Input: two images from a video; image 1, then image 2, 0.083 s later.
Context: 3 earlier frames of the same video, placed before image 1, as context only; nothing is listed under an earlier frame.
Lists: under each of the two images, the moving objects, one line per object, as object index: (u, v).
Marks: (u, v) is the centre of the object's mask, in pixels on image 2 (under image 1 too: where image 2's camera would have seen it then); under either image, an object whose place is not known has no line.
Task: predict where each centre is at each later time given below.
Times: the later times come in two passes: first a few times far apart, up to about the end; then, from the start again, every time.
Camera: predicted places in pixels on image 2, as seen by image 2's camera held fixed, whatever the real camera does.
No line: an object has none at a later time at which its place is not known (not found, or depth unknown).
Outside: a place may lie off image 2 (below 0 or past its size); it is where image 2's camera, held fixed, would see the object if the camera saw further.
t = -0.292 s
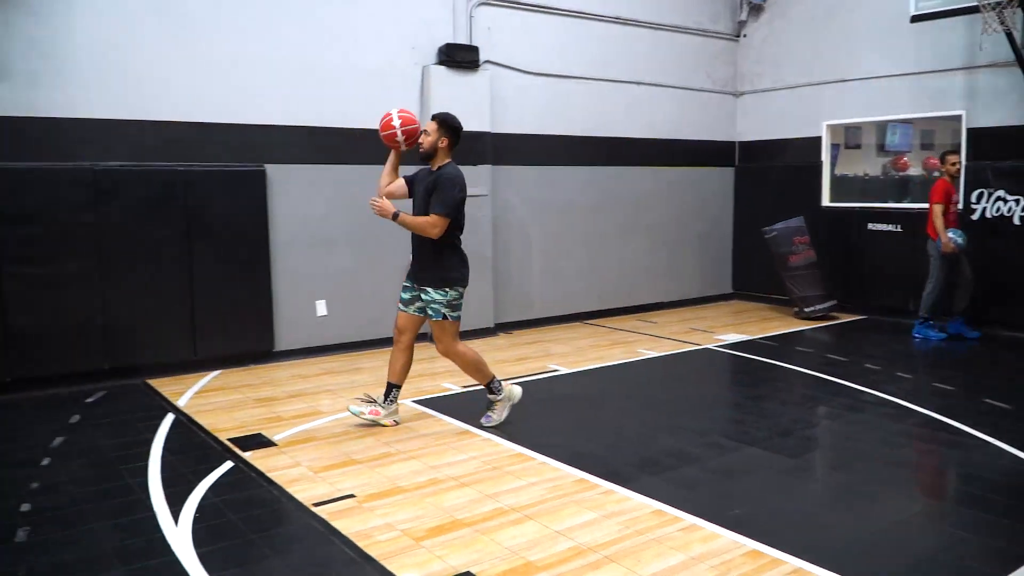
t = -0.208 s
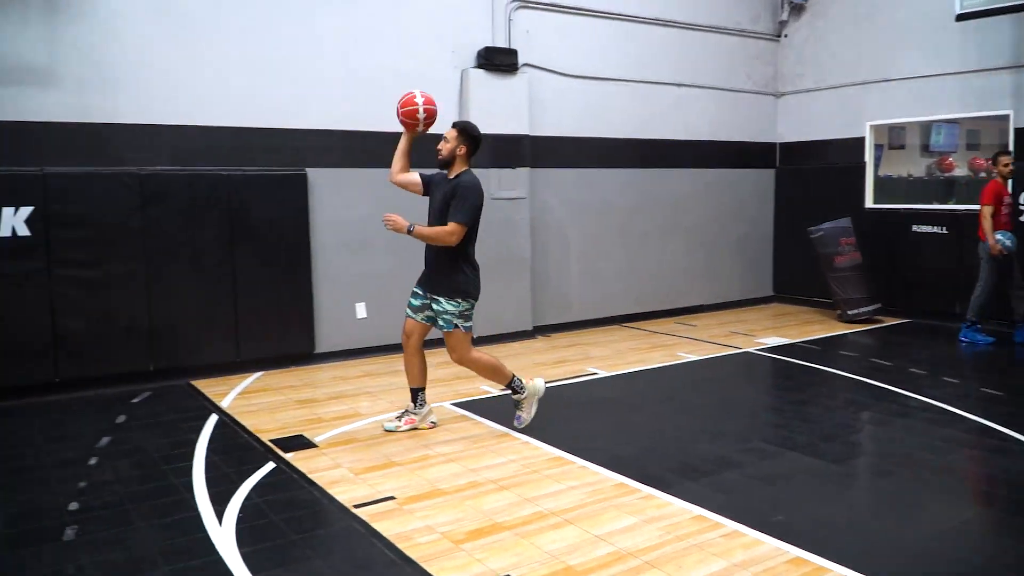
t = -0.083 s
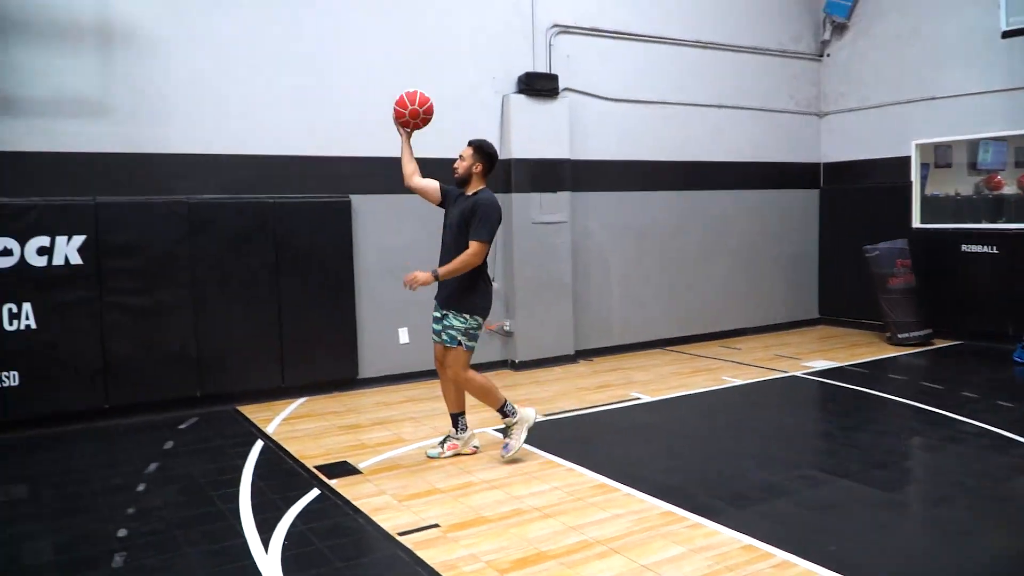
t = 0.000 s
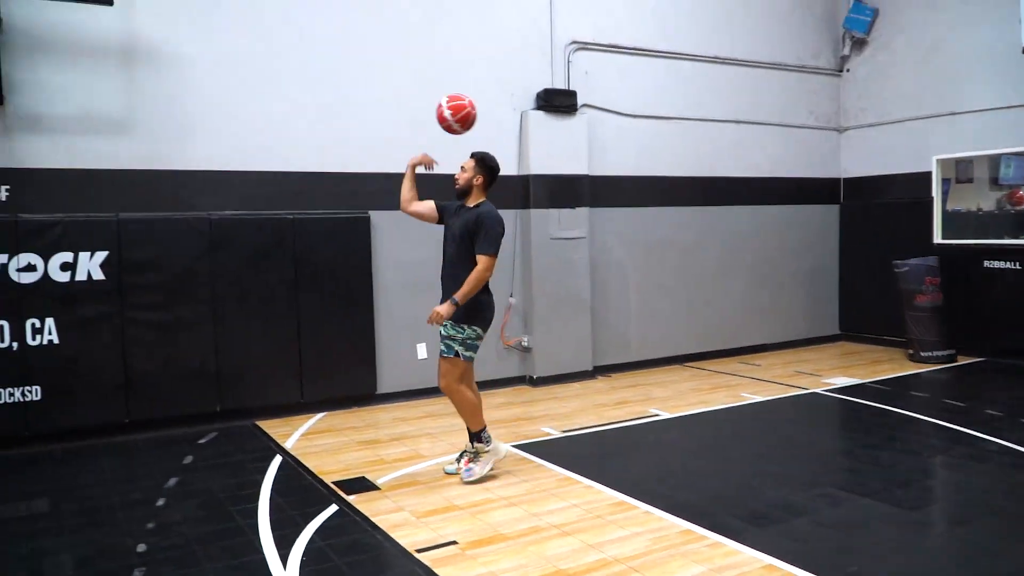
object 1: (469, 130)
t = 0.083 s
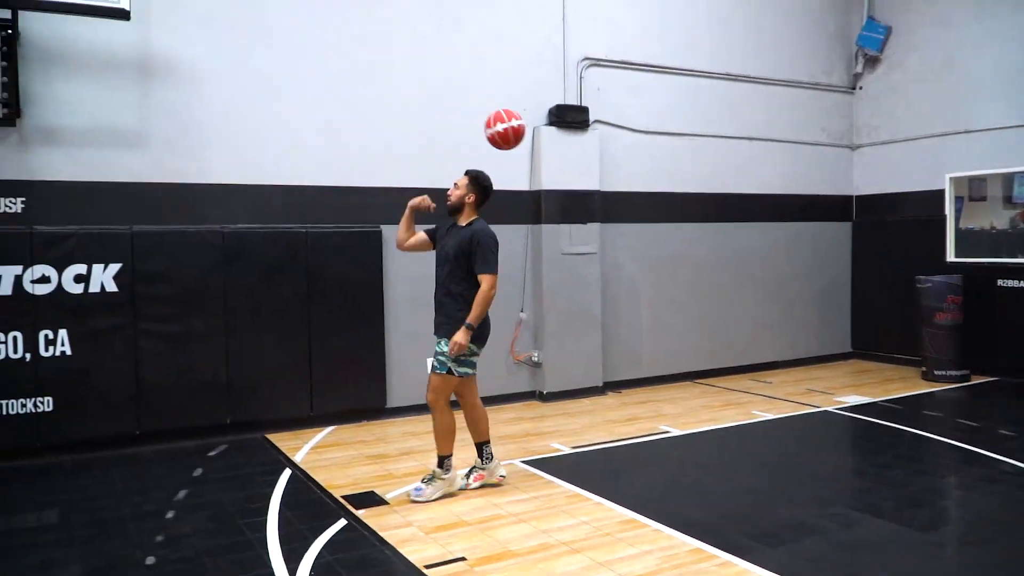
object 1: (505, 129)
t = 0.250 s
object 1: (580, 166)
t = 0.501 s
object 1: (699, 313)
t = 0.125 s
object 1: (523, 133)
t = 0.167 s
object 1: (541, 141)
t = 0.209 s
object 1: (560, 152)
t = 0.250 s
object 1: (580, 166)
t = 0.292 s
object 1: (599, 182)
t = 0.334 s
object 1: (619, 202)
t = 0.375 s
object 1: (639, 225)
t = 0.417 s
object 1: (659, 251)
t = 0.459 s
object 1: (679, 280)
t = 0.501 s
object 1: (699, 313)
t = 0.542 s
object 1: (720, 349)
